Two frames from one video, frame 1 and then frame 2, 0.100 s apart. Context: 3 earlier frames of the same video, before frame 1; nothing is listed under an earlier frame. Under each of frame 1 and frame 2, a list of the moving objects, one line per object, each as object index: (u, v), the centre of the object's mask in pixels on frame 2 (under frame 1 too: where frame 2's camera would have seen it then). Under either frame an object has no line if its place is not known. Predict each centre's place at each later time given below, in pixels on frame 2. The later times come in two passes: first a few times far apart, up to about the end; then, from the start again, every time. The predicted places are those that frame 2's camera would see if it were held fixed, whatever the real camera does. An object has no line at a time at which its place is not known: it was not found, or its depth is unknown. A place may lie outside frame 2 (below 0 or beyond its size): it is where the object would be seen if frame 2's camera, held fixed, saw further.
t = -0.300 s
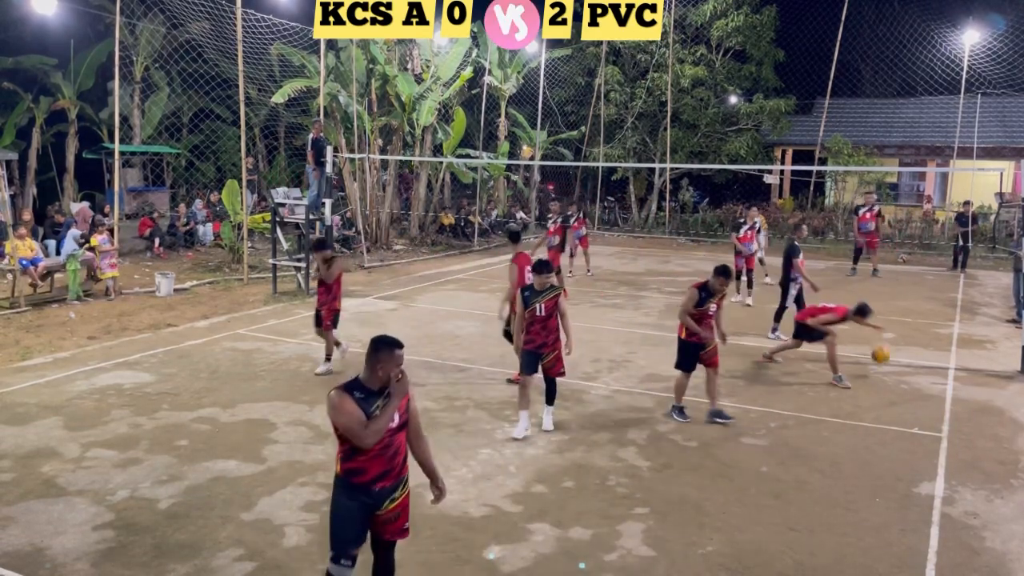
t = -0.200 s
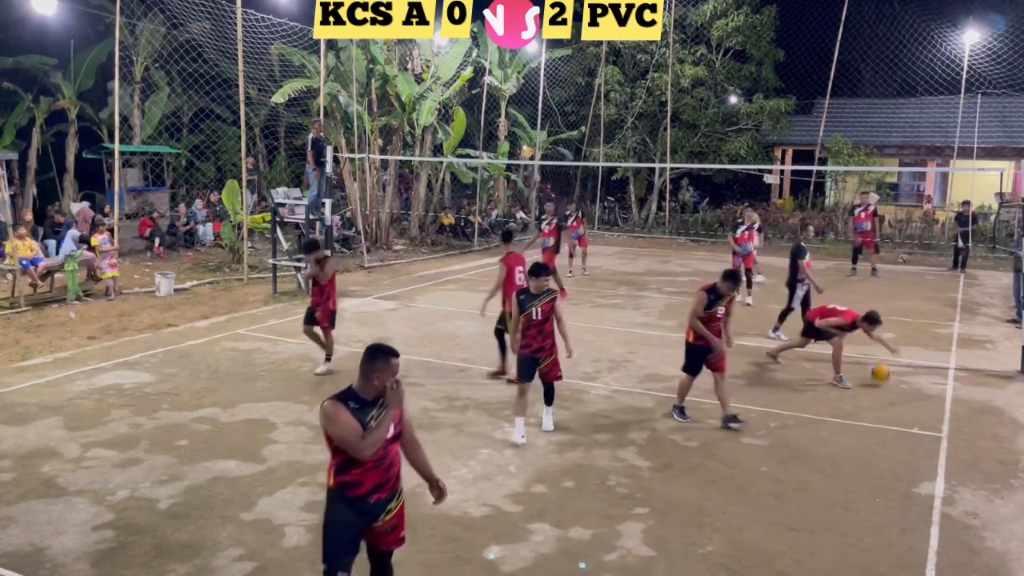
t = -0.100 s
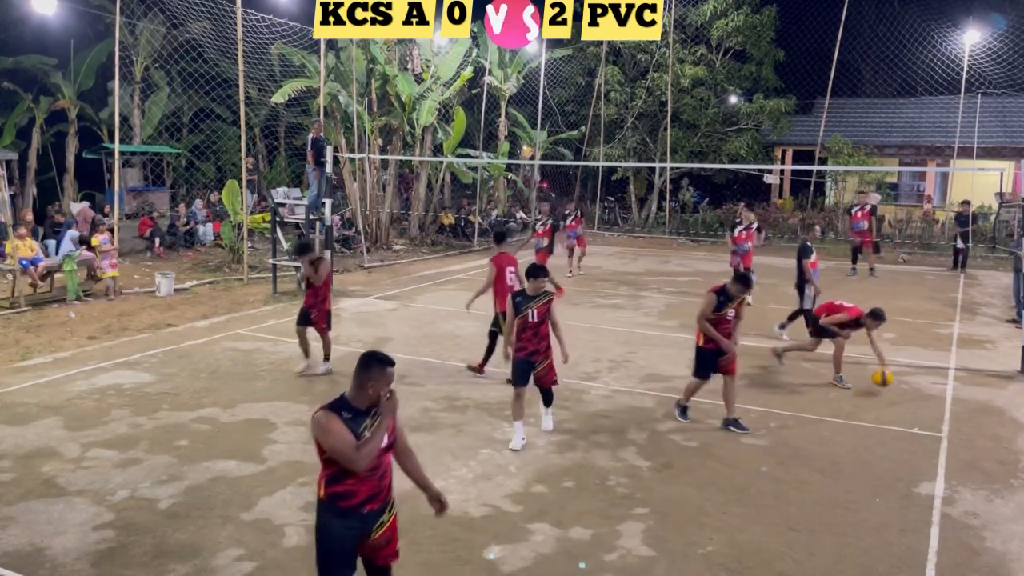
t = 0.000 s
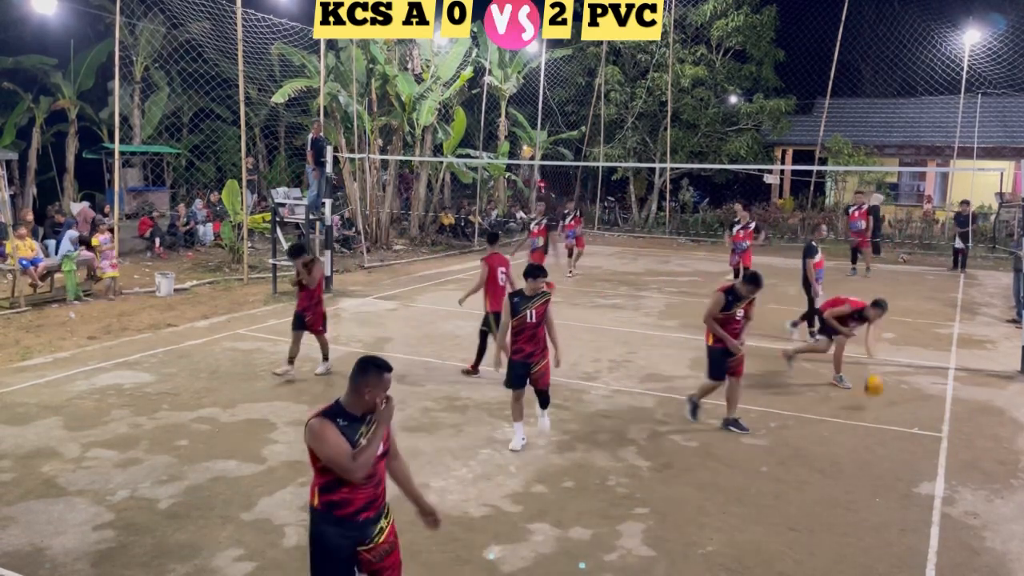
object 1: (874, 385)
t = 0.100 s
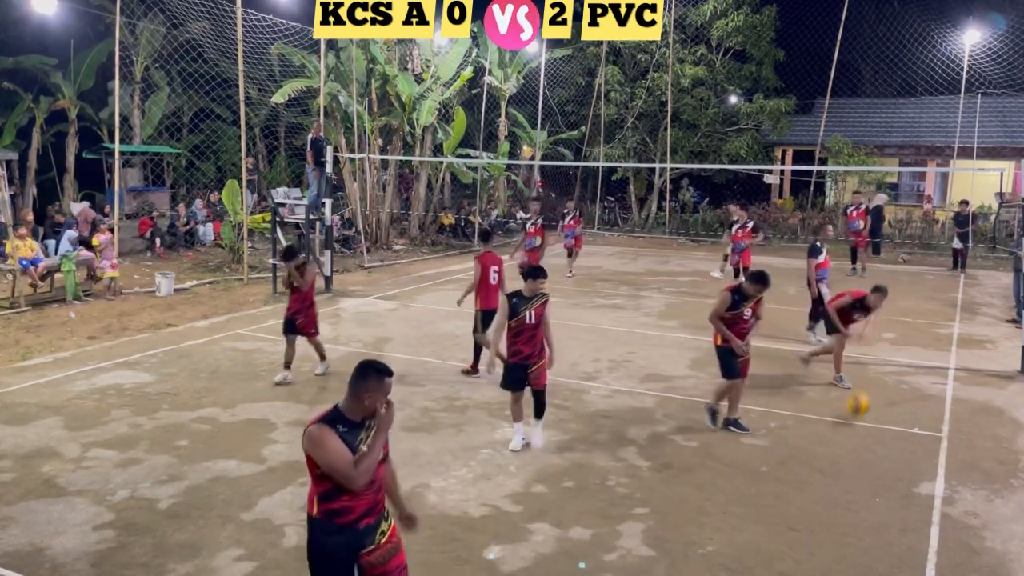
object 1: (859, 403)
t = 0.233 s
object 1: (844, 419)
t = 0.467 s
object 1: (824, 455)
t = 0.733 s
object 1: (797, 495)
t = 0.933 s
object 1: (770, 543)
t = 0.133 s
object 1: (853, 414)
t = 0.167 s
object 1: (847, 419)
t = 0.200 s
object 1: (846, 419)
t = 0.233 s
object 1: (844, 419)
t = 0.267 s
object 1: (842, 420)
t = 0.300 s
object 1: (838, 422)
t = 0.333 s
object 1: (835, 426)
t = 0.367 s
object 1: (833, 432)
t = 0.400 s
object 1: (831, 437)
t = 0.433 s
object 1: (827, 445)
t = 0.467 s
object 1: (824, 455)
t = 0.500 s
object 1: (820, 466)
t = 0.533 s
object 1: (818, 469)
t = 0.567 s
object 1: (814, 471)
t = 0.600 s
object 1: (811, 473)
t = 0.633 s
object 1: (808, 476)
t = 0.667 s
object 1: (805, 481)
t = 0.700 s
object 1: (801, 488)
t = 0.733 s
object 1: (797, 495)
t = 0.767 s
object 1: (793, 506)
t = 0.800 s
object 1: (788, 518)
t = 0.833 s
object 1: (783, 531)
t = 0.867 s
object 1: (779, 537)
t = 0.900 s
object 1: (775, 539)
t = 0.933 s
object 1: (770, 543)
